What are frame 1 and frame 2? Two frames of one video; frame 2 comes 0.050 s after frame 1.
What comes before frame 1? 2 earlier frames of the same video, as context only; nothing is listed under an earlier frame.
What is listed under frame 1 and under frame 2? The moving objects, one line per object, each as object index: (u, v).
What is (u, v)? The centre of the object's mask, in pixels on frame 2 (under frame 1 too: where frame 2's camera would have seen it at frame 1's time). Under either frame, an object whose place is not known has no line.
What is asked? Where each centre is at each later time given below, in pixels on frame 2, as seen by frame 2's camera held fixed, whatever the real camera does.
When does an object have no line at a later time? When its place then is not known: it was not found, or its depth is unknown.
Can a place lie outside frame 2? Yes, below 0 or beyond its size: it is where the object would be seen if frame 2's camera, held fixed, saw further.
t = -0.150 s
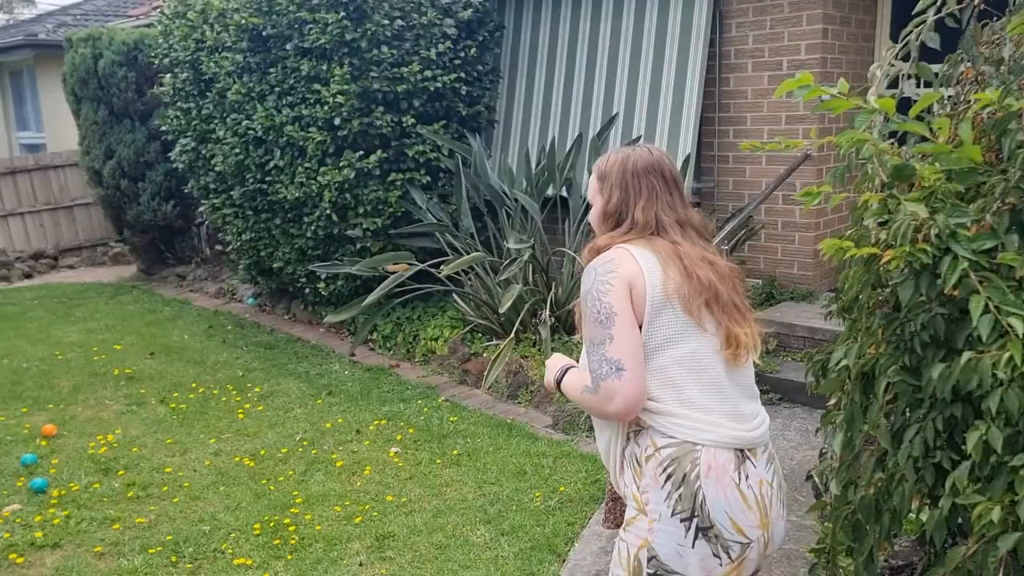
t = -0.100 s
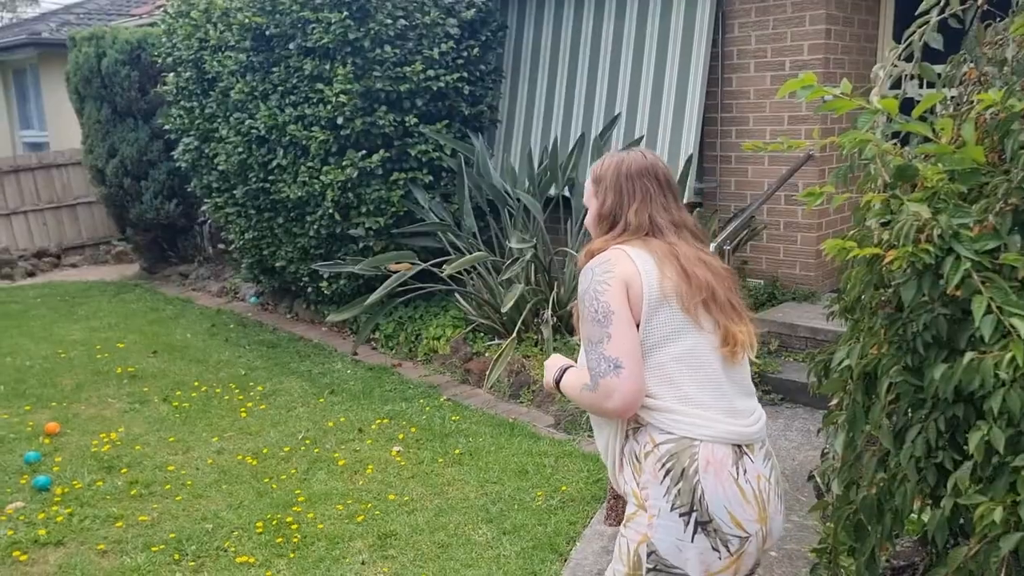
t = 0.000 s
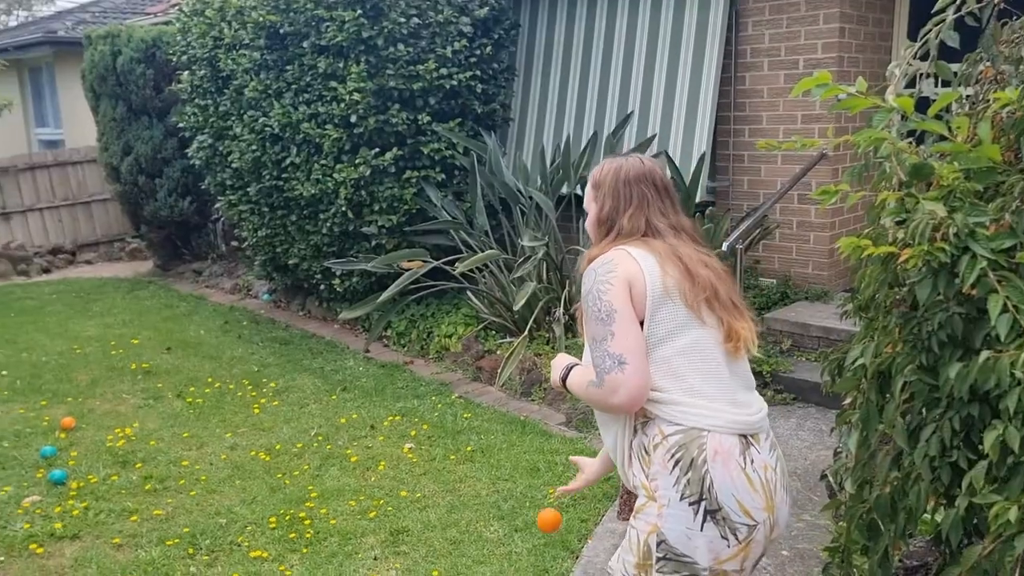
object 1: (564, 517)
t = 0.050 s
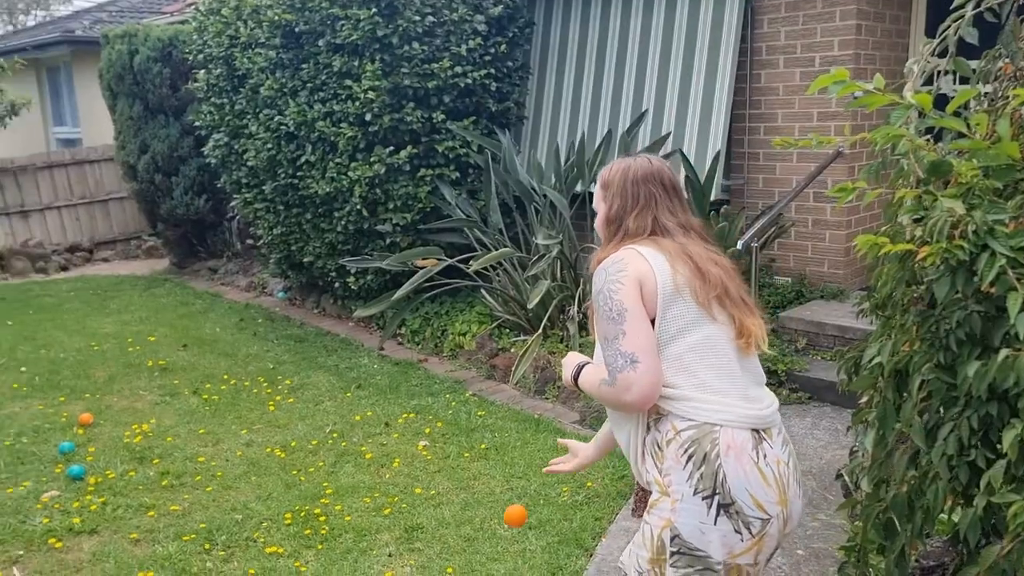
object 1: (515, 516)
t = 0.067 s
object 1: (500, 517)
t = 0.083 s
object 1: (487, 518)
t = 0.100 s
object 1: (473, 520)
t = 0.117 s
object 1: (460, 523)
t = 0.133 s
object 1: (448, 527)
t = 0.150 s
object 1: (436, 531)
